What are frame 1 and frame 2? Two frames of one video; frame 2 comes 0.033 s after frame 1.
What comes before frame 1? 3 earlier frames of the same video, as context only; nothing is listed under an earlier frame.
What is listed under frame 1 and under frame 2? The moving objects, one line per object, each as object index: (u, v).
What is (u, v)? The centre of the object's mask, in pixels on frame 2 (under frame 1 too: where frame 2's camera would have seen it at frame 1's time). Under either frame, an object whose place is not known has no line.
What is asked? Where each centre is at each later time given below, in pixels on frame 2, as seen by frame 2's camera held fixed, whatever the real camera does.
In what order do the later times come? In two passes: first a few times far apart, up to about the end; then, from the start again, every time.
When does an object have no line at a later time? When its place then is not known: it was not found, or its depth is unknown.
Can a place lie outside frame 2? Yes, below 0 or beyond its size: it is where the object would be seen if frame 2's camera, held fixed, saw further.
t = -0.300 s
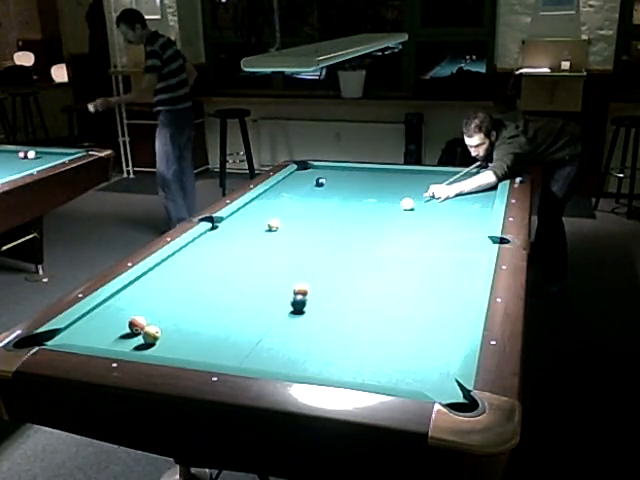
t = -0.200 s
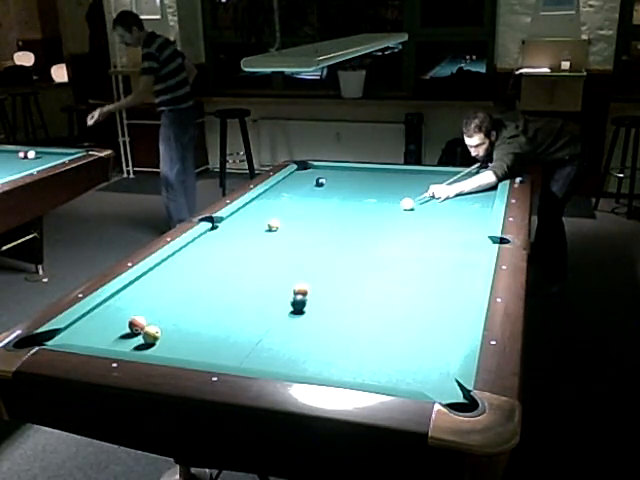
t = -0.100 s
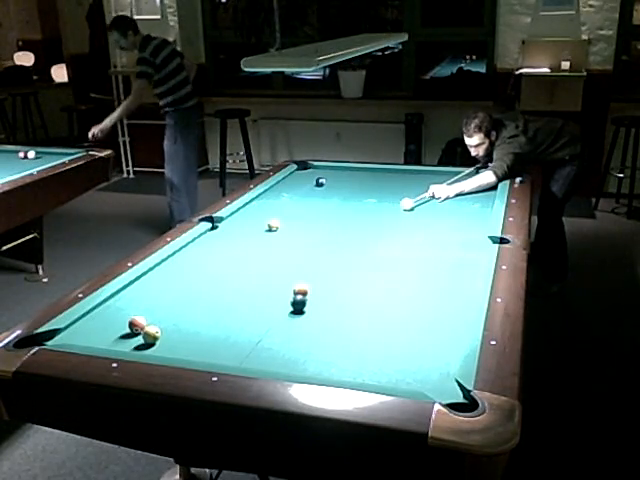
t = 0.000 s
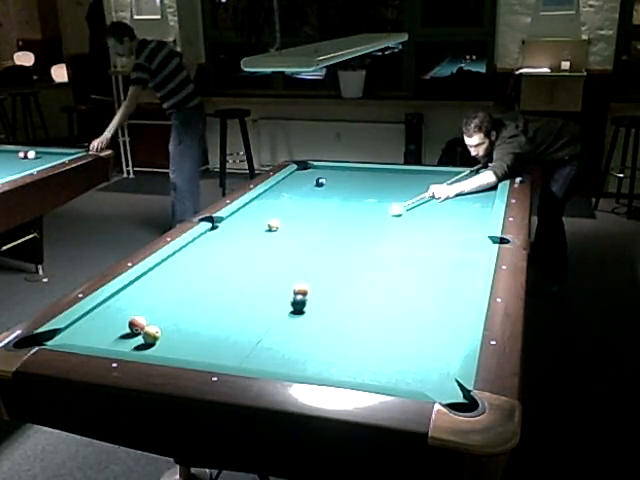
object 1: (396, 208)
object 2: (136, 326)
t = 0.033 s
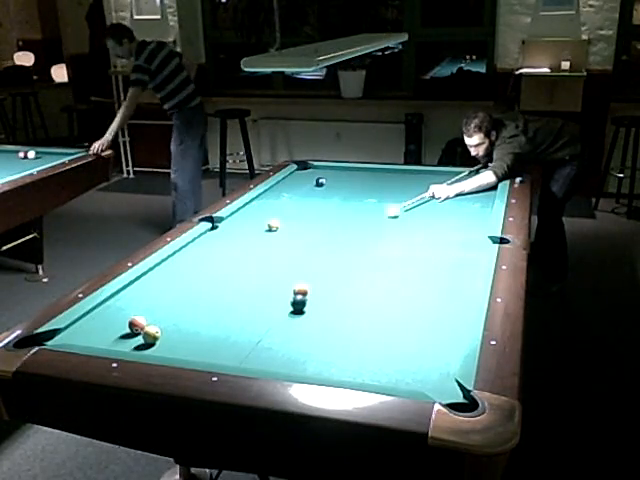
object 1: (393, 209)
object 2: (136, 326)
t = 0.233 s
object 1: (373, 218)
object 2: (136, 326)
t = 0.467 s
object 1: (348, 230)
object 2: (136, 326)
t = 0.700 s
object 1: (321, 244)
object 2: (136, 326)
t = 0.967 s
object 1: (287, 257)
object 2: (136, 326)
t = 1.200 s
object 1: (256, 272)
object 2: (136, 326)
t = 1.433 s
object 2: (136, 326)
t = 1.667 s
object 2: (136, 326)
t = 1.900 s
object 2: (123, 329)
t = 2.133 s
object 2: (91, 336)
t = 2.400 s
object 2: (57, 339)
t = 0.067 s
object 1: (389, 211)
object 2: (136, 326)
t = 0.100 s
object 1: (385, 213)
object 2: (136, 326)
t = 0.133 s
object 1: (383, 214)
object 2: (136, 326)
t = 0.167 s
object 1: (379, 215)
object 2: (136, 326)
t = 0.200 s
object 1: (376, 217)
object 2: (136, 326)
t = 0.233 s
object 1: (373, 218)
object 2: (136, 326)
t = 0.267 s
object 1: (368, 221)
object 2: (136, 326)
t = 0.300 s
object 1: (365, 222)
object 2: (136, 326)
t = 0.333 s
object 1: (362, 223)
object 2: (136, 326)
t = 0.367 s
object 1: (359, 225)
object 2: (136, 326)
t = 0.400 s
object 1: (355, 227)
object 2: (136, 326)
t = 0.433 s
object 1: (351, 229)
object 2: (136, 326)
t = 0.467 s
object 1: (348, 230)
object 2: (136, 326)
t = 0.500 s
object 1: (344, 232)
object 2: (136, 326)
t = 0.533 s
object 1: (340, 234)
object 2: (136, 326)
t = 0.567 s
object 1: (336, 235)
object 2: (136, 326)
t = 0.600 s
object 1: (333, 237)
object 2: (136, 326)
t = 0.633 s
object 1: (329, 238)
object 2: (136, 326)
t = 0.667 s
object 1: (325, 240)
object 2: (136, 326)
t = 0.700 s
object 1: (321, 244)
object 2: (136, 326)
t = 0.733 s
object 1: (317, 245)
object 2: (136, 326)
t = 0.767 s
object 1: (312, 246)
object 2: (136, 326)
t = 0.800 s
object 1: (308, 248)
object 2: (136, 326)
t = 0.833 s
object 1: (304, 250)
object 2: (136, 326)
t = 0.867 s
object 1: (300, 252)
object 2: (136, 326)
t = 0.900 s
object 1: (296, 253)
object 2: (136, 326)
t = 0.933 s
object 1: (292, 255)
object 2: (136, 326)
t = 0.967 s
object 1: (287, 257)
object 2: (136, 326)
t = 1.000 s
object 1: (282, 261)
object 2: (136, 326)
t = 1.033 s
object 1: (278, 261)
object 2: (136, 326)
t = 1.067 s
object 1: (274, 264)
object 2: (136, 326)
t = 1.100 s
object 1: (269, 266)
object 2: (136, 326)
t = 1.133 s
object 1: (264, 268)
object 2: (136, 326)
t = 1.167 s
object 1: (261, 269)
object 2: (136, 326)
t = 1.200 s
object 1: (256, 272)
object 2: (136, 326)
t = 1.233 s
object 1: (250, 274)
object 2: (136, 326)
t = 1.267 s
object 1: (246, 276)
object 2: (136, 326)
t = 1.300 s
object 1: (241, 278)
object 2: (135, 326)
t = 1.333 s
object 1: (237, 281)
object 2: (135, 326)
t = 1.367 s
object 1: (232, 283)
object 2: (136, 326)
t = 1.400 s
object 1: (226, 285)
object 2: (135, 326)
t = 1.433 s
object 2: (136, 326)
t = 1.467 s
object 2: (135, 326)
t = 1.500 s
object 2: (135, 326)
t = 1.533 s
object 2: (135, 326)
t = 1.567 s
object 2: (135, 326)
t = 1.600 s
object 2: (135, 326)
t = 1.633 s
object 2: (135, 326)
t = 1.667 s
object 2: (136, 326)
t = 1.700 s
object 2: (136, 326)
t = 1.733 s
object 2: (136, 326)
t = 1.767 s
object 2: (136, 326)
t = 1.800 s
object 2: (136, 326)
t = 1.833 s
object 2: (135, 327)
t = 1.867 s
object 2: (129, 328)
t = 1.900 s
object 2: (123, 329)
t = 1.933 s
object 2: (119, 330)
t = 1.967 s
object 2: (114, 331)
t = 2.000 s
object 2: (110, 332)
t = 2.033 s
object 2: (105, 333)
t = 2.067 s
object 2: (100, 334)
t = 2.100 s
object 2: (95, 335)
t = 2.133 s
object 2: (91, 336)
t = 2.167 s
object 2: (87, 337)
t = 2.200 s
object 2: (83, 338)
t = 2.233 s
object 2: (80, 337)
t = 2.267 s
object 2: (76, 337)
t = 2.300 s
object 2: (71, 338)
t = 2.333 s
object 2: (66, 338)
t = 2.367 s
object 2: (61, 339)
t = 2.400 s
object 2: (57, 339)
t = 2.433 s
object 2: (54, 340)
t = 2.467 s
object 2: (49, 341)
